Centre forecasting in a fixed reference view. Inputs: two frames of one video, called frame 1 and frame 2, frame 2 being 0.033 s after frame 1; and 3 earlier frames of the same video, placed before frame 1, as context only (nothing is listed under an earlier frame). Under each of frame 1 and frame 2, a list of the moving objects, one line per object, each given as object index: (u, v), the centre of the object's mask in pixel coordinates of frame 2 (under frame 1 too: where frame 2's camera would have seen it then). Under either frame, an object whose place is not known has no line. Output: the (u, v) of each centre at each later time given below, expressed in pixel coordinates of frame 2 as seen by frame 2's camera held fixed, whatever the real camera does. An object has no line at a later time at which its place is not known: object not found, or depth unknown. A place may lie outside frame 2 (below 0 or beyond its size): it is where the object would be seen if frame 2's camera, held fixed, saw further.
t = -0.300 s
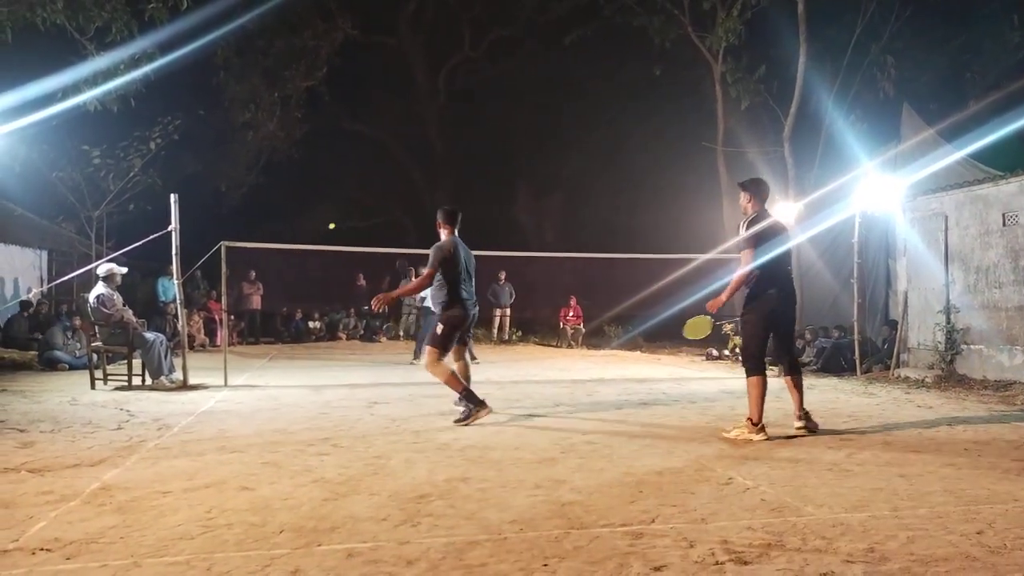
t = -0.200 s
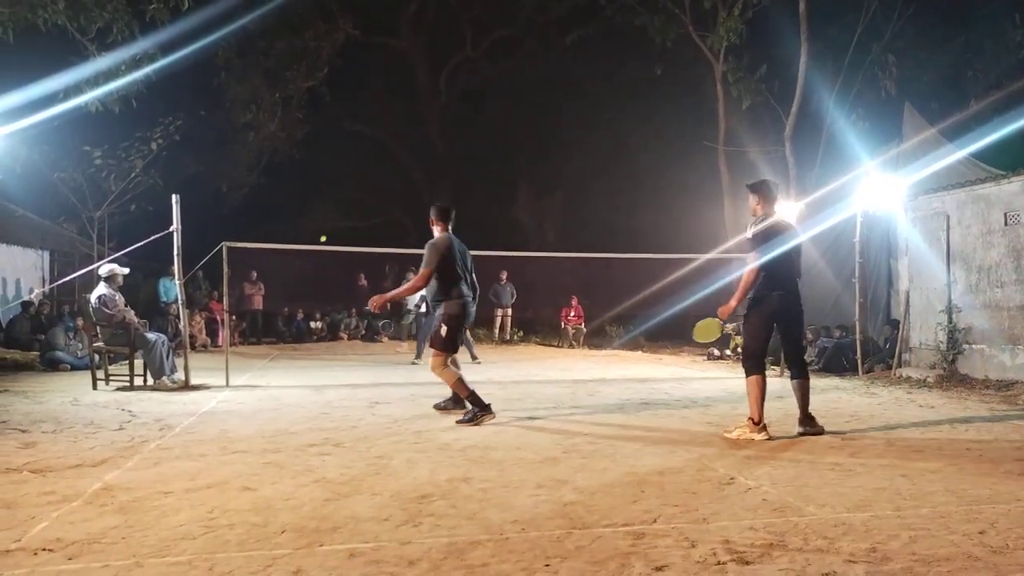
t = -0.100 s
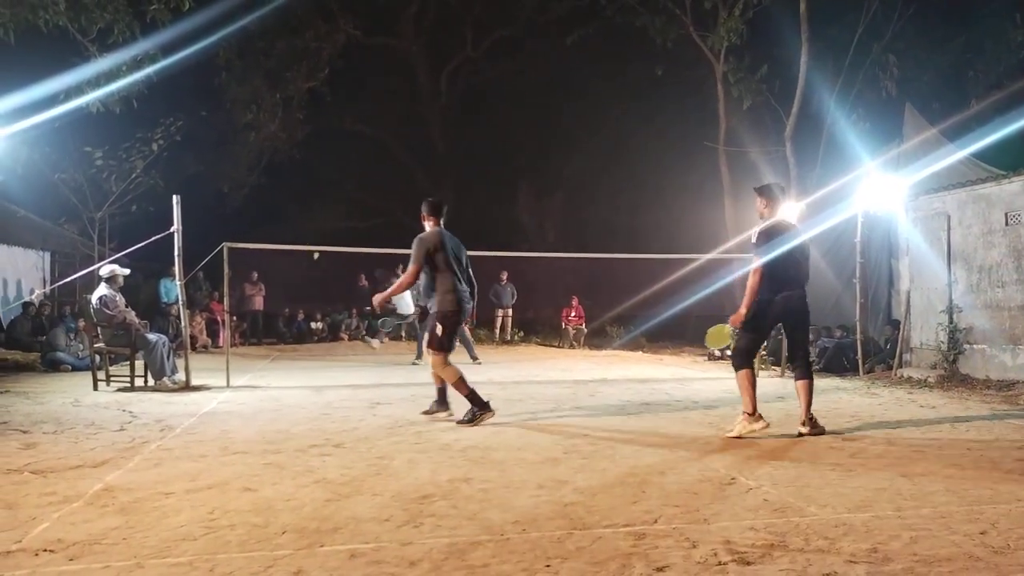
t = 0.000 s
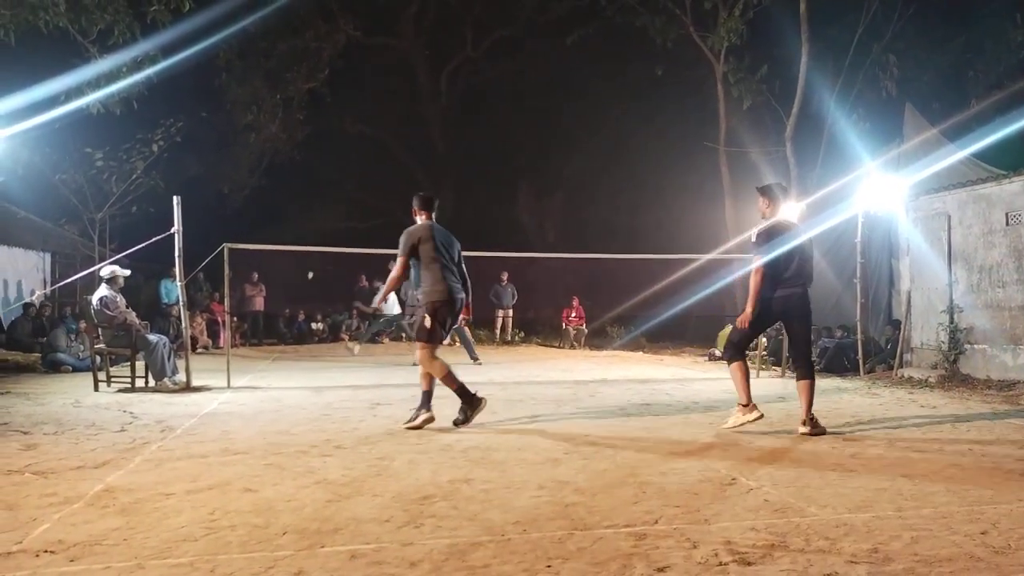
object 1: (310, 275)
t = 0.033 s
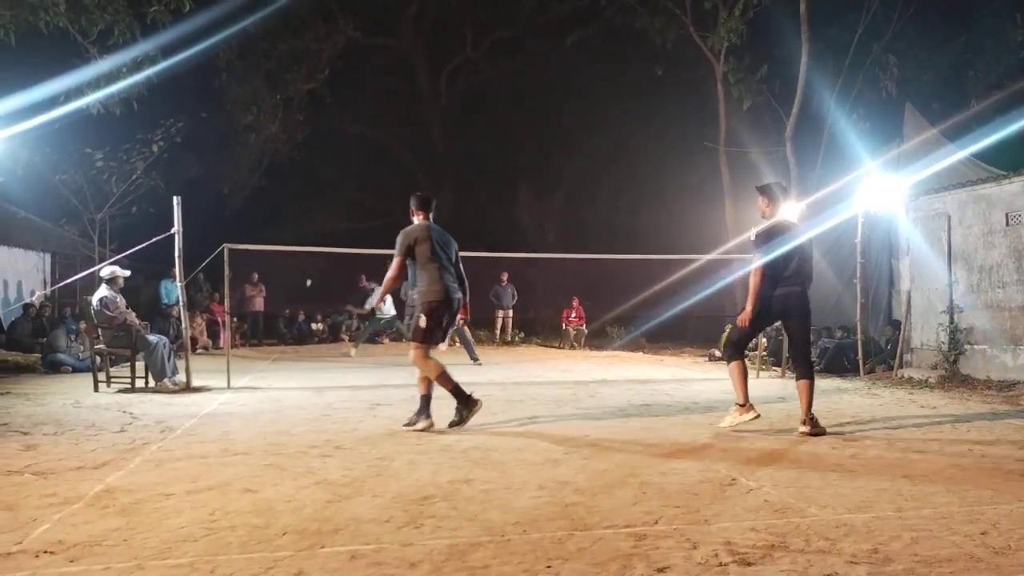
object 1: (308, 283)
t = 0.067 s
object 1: (306, 290)
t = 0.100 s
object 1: (305, 297)
